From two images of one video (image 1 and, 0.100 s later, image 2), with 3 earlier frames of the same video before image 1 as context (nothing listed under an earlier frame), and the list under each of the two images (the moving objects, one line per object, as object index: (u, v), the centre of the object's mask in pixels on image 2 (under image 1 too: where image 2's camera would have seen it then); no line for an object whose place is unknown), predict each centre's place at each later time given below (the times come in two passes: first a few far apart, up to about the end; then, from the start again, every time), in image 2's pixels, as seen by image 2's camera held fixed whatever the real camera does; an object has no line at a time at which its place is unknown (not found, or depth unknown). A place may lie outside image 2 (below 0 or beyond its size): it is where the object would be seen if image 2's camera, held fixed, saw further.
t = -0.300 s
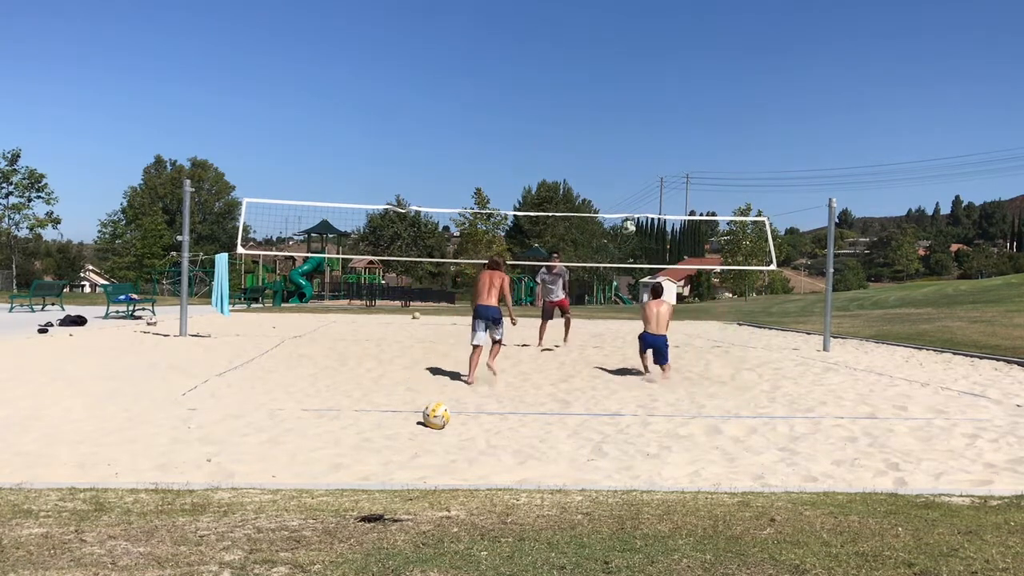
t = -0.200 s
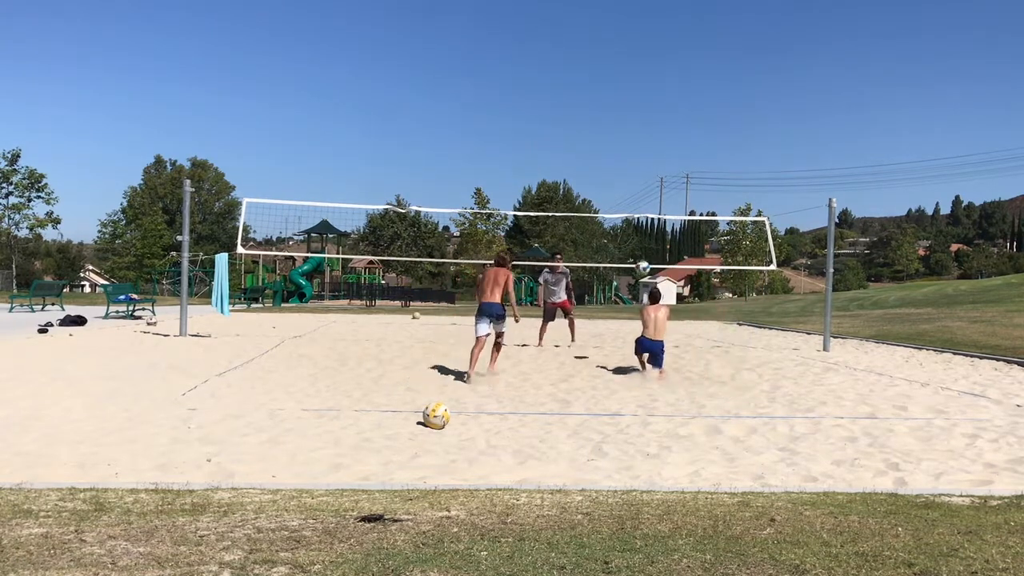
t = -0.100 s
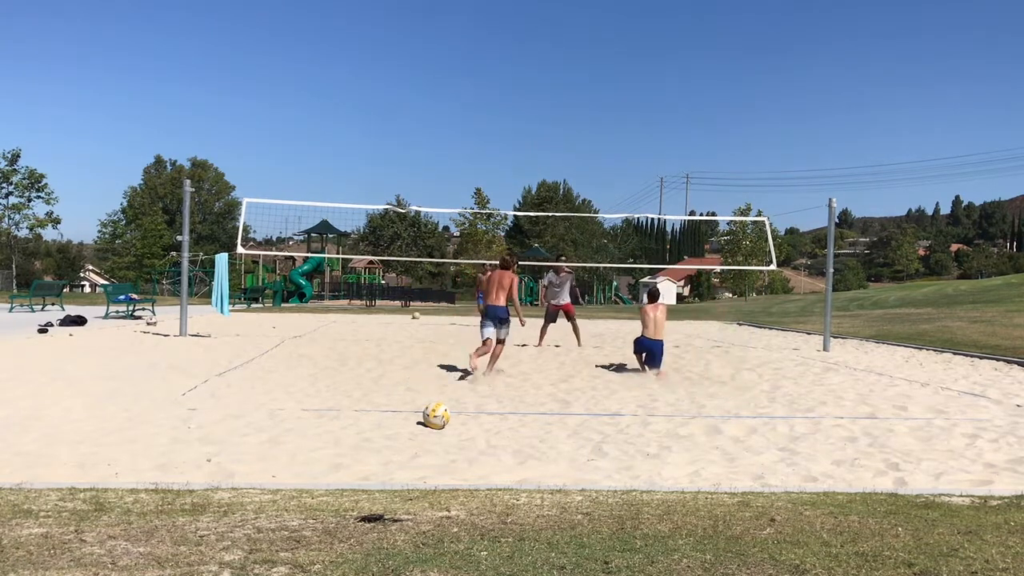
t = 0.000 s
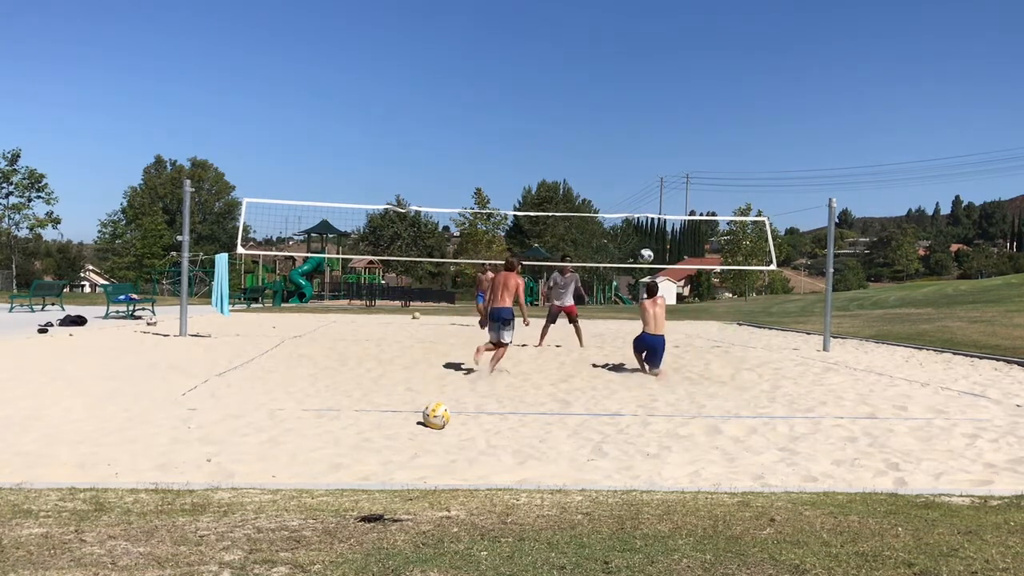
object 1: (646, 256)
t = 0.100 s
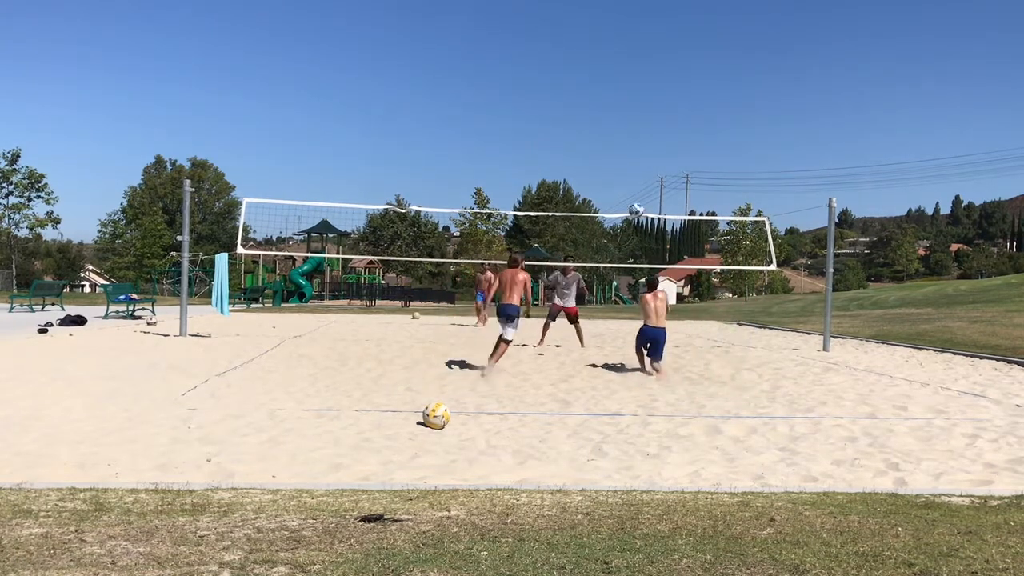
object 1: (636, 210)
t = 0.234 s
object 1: (625, 161)
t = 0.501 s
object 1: (601, 102)
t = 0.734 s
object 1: (580, 90)
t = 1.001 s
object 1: (556, 118)
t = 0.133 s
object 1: (633, 197)
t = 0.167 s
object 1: (630, 184)
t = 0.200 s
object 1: (627, 172)
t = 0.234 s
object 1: (625, 161)
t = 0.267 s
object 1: (622, 151)
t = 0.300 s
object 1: (619, 141)
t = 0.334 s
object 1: (616, 133)
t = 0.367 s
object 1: (613, 125)
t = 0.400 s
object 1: (610, 118)
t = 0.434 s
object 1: (607, 112)
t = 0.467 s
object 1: (604, 107)
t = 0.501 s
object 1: (601, 102)
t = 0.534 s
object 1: (598, 98)
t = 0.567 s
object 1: (595, 95)
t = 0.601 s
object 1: (592, 92)
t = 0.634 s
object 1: (589, 91)
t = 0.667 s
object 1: (586, 90)
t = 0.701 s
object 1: (583, 90)
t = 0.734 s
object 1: (580, 90)
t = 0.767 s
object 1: (577, 91)
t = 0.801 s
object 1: (574, 93)
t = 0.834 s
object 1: (571, 95)
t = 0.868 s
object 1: (568, 99)
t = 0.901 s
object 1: (565, 102)
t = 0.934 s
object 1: (562, 107)
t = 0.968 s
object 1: (559, 113)
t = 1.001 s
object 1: (556, 118)
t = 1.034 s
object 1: (553, 125)
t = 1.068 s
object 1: (550, 132)
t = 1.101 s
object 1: (547, 140)
